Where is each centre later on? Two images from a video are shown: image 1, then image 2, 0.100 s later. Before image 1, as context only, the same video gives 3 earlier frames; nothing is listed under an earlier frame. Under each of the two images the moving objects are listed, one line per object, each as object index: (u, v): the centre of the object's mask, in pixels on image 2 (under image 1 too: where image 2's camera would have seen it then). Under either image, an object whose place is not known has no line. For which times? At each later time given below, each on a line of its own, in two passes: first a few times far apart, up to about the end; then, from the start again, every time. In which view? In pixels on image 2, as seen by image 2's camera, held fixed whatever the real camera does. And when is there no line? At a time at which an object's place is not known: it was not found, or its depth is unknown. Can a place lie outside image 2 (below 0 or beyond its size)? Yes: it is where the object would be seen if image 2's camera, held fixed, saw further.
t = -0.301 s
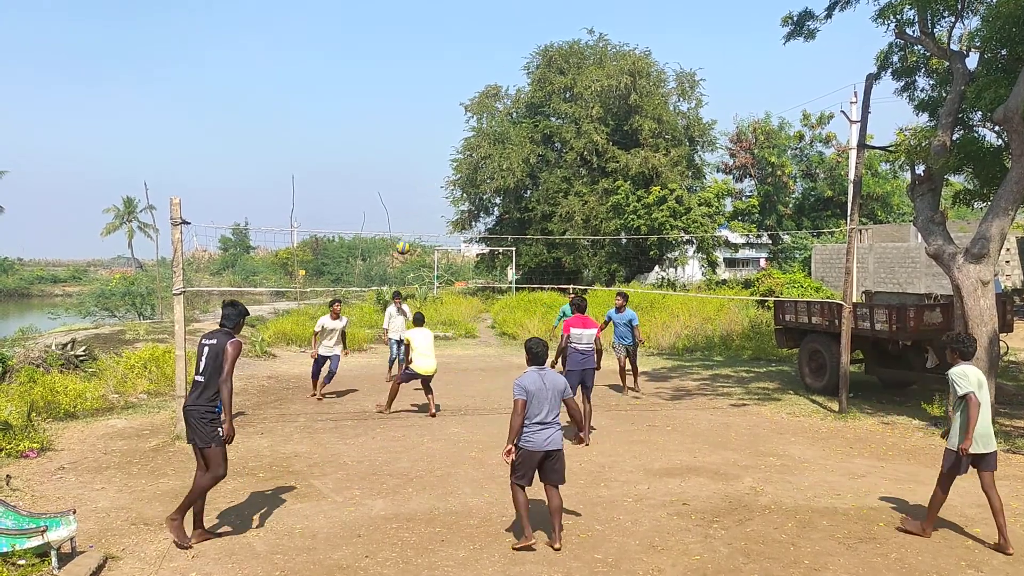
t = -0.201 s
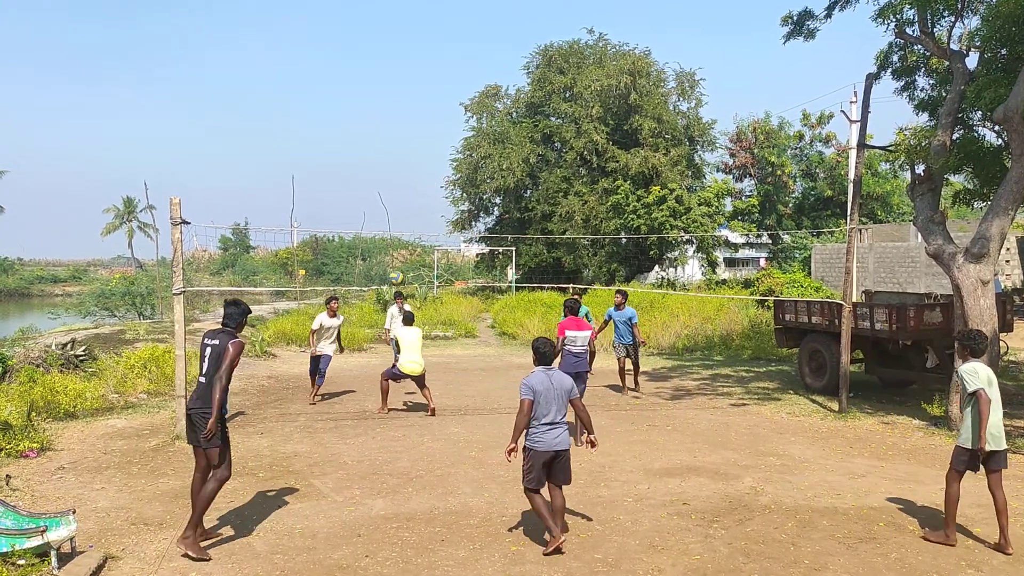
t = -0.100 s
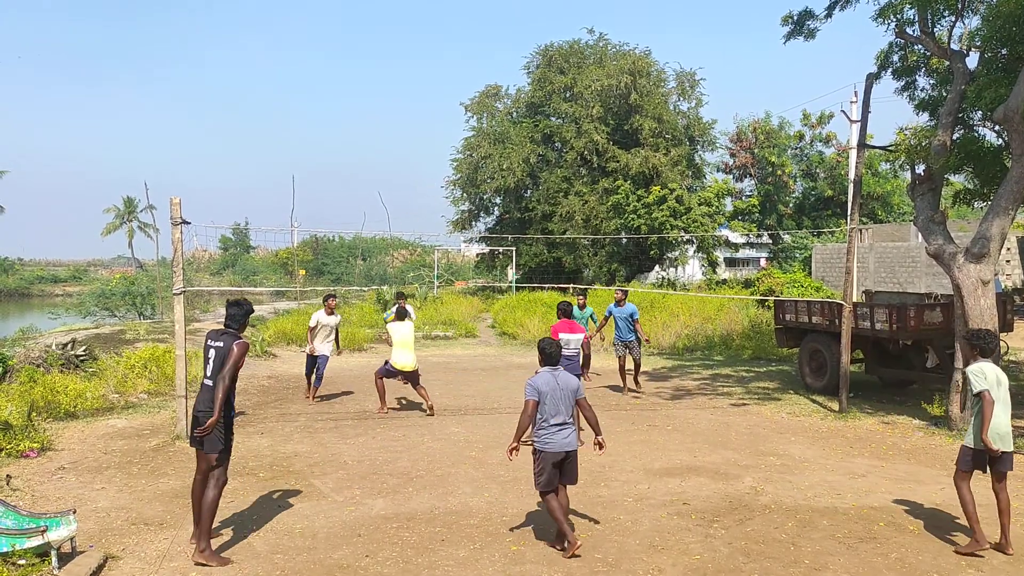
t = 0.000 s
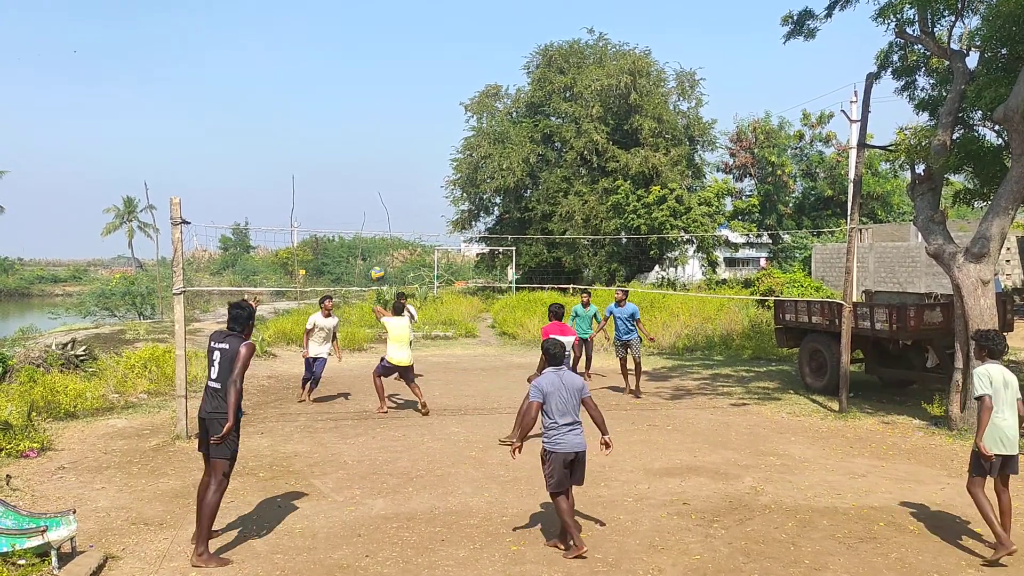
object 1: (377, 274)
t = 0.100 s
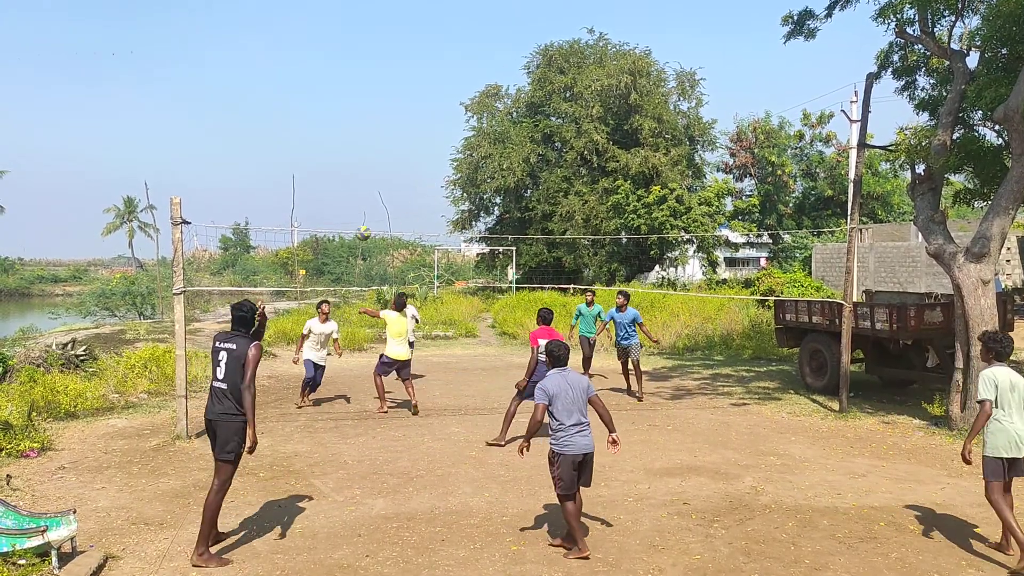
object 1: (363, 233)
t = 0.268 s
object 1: (340, 178)
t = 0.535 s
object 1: (302, 128)
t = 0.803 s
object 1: (261, 128)
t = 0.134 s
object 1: (359, 221)
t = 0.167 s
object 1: (354, 210)
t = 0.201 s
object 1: (350, 199)
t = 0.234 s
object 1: (345, 188)
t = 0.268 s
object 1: (340, 178)
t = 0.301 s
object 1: (336, 169)
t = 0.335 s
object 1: (331, 161)
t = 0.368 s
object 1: (326, 153)
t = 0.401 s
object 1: (321, 147)
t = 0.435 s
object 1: (317, 141)
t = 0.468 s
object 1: (312, 136)
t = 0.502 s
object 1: (307, 132)
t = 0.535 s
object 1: (302, 128)
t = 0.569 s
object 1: (297, 125)
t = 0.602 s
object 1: (292, 123)
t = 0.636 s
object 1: (287, 121)
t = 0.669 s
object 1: (282, 121)
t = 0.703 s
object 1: (277, 121)
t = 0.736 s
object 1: (272, 123)
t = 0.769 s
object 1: (267, 125)
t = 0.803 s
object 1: (261, 128)
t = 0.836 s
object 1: (256, 132)
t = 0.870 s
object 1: (251, 137)
